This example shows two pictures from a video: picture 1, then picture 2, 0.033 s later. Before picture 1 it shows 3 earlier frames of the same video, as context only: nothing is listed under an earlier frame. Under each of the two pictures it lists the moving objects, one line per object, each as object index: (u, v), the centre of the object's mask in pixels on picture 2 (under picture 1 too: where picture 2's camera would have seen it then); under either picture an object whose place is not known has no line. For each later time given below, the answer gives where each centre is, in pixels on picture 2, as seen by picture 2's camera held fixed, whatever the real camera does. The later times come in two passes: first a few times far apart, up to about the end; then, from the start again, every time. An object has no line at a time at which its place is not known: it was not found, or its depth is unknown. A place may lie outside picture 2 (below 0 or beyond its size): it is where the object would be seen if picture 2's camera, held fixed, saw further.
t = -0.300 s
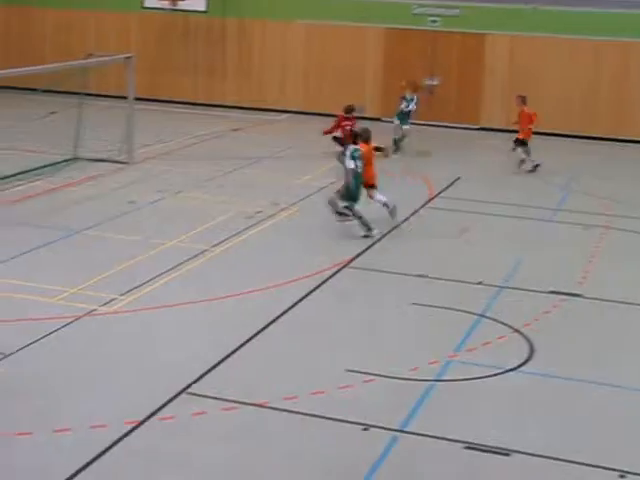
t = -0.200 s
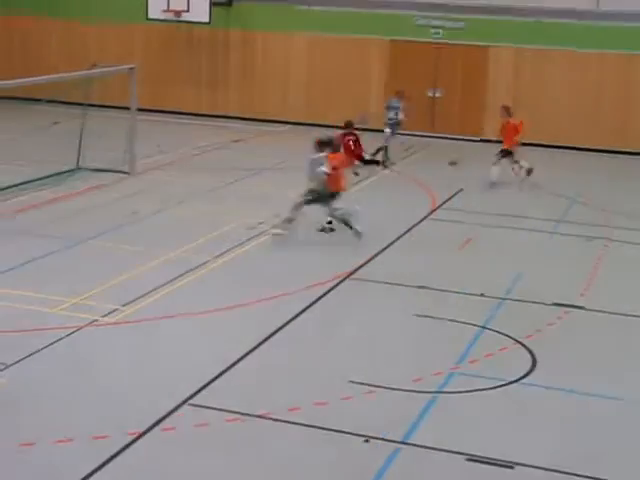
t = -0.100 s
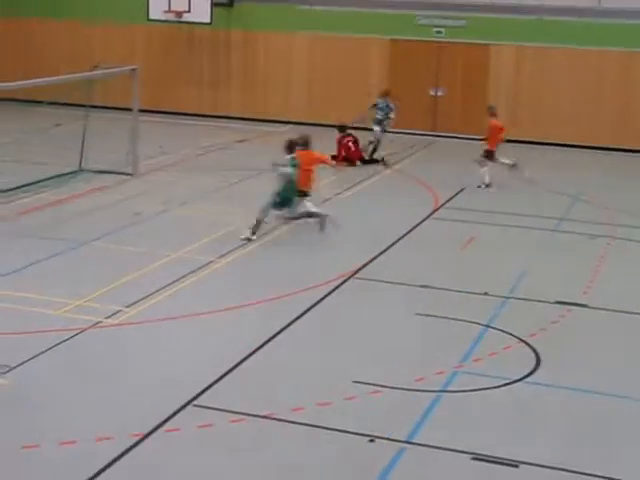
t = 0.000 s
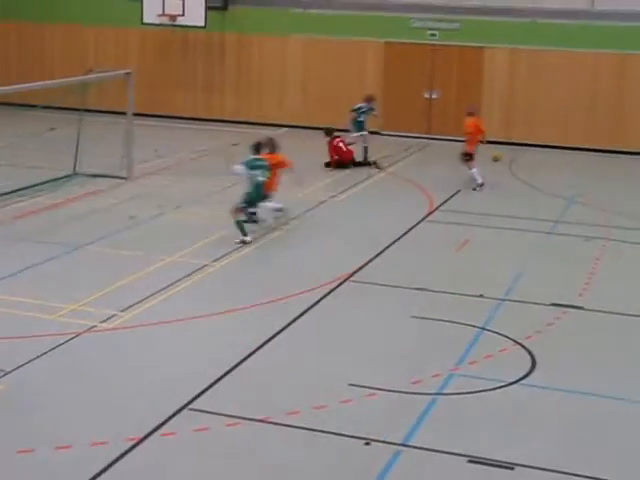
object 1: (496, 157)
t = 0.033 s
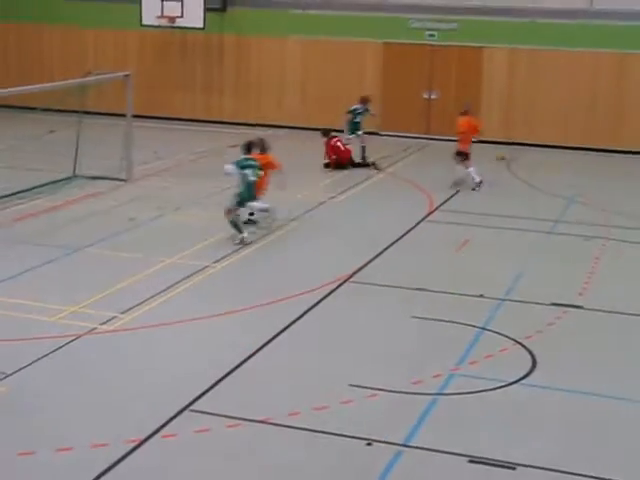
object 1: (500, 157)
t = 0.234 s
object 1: (534, 153)
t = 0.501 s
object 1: (570, 149)
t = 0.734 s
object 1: (582, 144)
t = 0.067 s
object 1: (509, 157)
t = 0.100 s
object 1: (513, 157)
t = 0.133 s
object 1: (519, 156)
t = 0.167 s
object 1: (525, 153)
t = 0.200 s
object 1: (529, 153)
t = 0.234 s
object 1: (534, 153)
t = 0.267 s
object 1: (538, 151)
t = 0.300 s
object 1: (544, 149)
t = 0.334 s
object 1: (548, 150)
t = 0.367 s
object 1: (553, 149)
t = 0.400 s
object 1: (557, 150)
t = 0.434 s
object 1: (561, 149)
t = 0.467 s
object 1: (566, 149)
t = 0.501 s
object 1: (570, 149)
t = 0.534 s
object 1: (575, 149)
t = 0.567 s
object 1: (578, 148)
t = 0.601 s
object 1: (579, 149)
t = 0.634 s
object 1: (581, 147)
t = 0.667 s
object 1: (580, 145)
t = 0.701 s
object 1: (581, 144)
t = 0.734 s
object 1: (582, 144)
